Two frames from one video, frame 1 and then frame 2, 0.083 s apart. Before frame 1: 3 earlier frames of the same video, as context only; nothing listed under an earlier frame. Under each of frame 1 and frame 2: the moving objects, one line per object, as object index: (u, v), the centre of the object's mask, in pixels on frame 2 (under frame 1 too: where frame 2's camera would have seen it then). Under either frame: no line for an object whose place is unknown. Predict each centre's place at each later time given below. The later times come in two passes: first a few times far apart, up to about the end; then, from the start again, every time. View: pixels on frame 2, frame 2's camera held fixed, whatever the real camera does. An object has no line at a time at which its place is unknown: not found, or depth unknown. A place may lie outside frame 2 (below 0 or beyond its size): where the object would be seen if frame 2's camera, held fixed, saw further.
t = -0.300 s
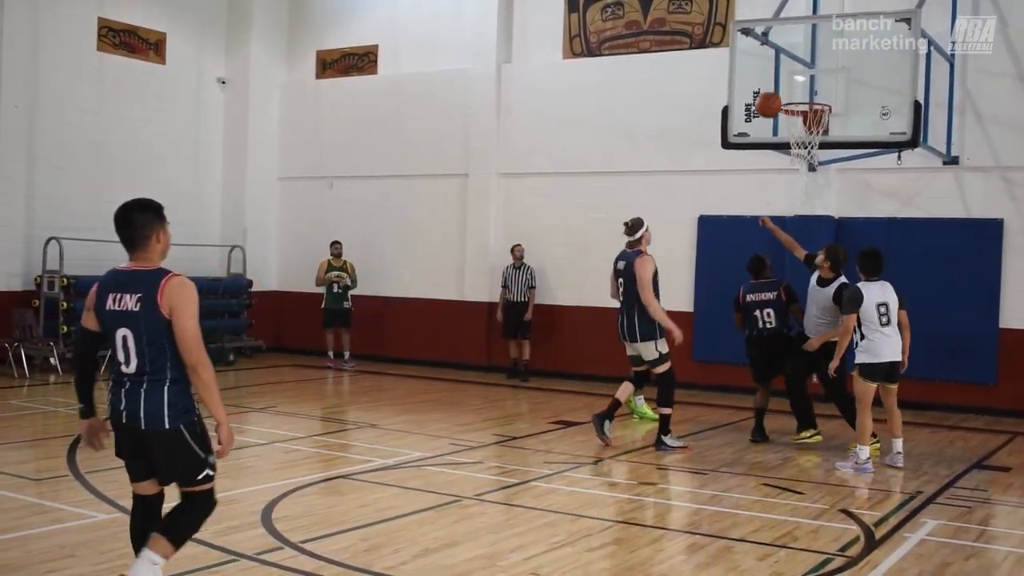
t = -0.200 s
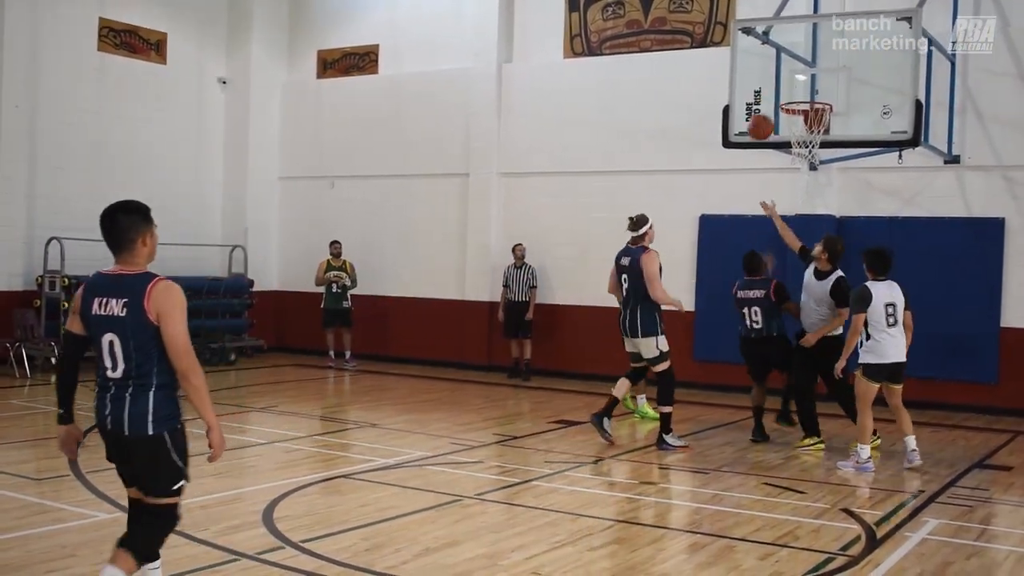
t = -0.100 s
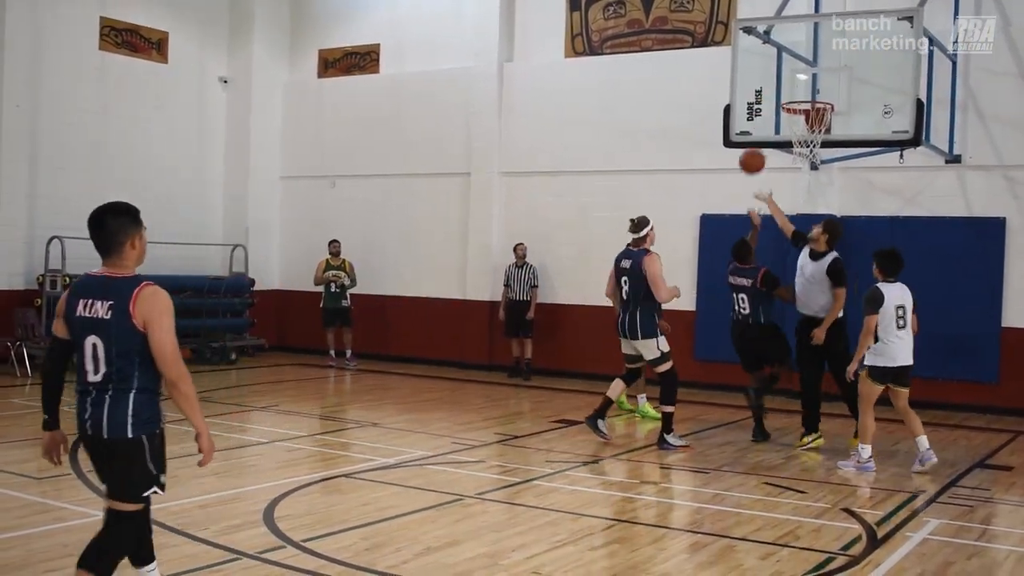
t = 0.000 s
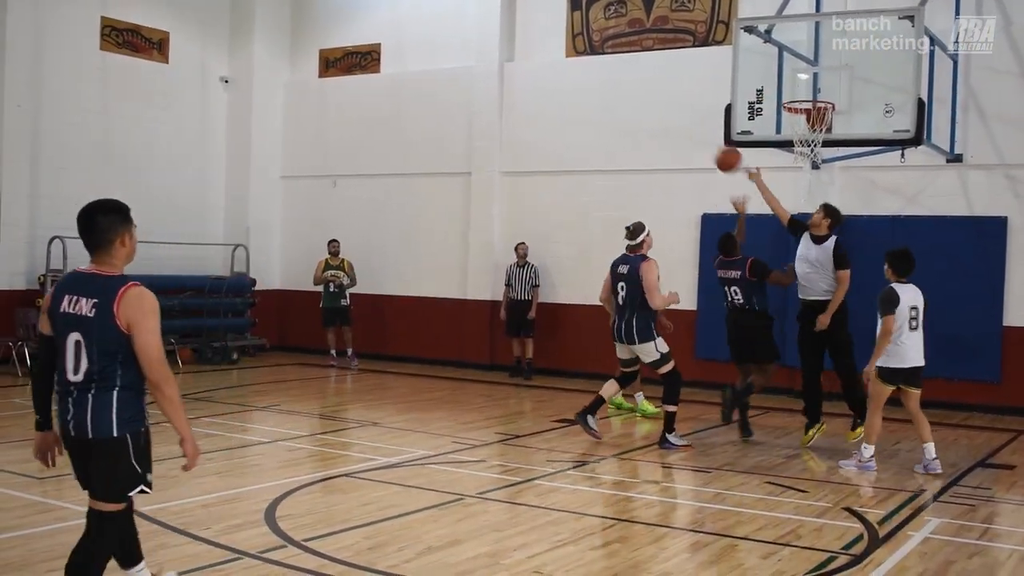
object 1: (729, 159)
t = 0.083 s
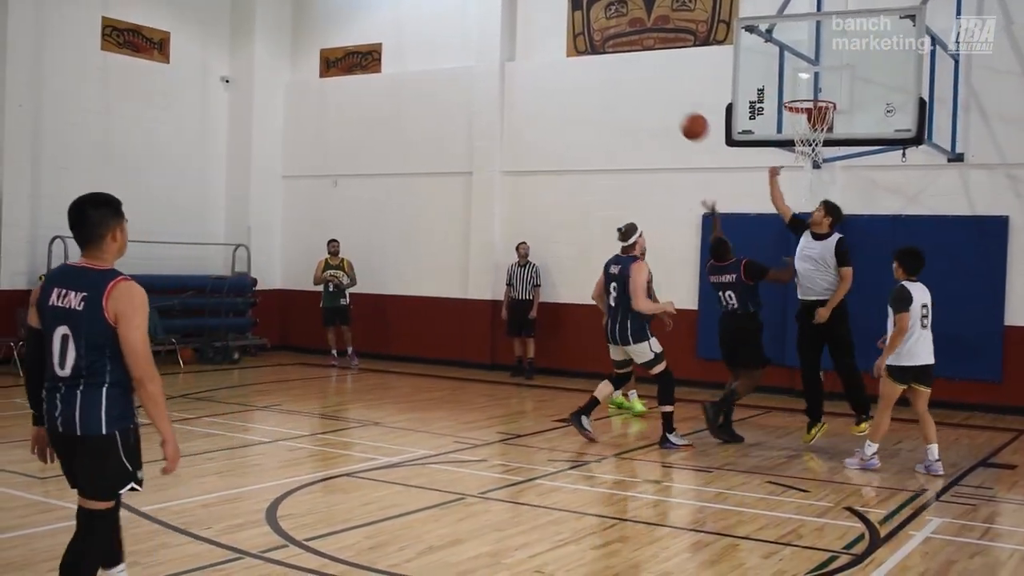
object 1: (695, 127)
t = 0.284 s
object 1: (601, 76)
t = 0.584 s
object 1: (435, 87)
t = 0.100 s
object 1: (687, 121)
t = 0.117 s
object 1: (680, 115)
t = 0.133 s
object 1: (672, 110)
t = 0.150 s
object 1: (665, 105)
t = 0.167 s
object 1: (657, 101)
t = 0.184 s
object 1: (650, 96)
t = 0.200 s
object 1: (642, 92)
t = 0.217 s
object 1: (634, 89)
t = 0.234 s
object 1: (626, 85)
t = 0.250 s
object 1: (617, 82)
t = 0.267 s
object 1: (609, 79)
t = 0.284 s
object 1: (601, 76)
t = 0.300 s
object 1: (593, 74)
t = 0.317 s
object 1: (584, 72)
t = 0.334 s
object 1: (575, 70)
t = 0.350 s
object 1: (567, 69)
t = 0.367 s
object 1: (557, 68)
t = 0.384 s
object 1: (549, 68)
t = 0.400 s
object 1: (540, 67)
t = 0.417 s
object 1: (531, 67)
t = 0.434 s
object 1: (522, 68)
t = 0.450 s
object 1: (513, 68)
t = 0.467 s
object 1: (503, 69)
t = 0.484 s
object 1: (494, 71)
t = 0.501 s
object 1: (484, 72)
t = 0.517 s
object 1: (474, 75)
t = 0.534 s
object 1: (465, 77)
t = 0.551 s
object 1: (455, 80)
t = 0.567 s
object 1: (445, 83)
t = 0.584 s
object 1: (435, 87)
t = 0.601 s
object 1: (425, 91)
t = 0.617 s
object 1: (415, 96)
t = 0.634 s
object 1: (403, 102)
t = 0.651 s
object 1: (392, 108)
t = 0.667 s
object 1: (381, 114)
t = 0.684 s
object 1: (370, 121)
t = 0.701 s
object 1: (359, 128)
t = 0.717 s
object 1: (348, 135)
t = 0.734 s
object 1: (337, 144)
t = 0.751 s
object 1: (326, 152)
